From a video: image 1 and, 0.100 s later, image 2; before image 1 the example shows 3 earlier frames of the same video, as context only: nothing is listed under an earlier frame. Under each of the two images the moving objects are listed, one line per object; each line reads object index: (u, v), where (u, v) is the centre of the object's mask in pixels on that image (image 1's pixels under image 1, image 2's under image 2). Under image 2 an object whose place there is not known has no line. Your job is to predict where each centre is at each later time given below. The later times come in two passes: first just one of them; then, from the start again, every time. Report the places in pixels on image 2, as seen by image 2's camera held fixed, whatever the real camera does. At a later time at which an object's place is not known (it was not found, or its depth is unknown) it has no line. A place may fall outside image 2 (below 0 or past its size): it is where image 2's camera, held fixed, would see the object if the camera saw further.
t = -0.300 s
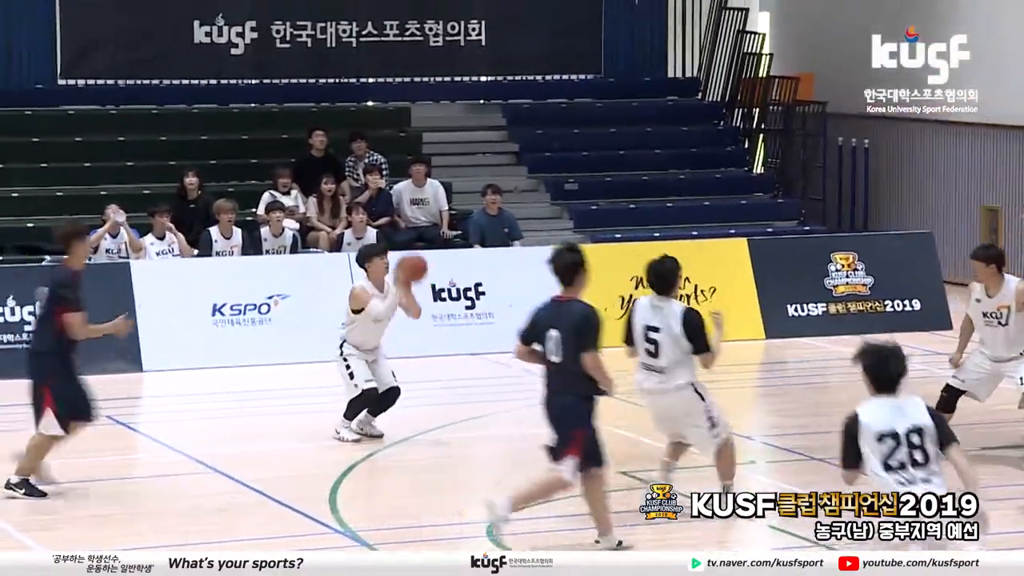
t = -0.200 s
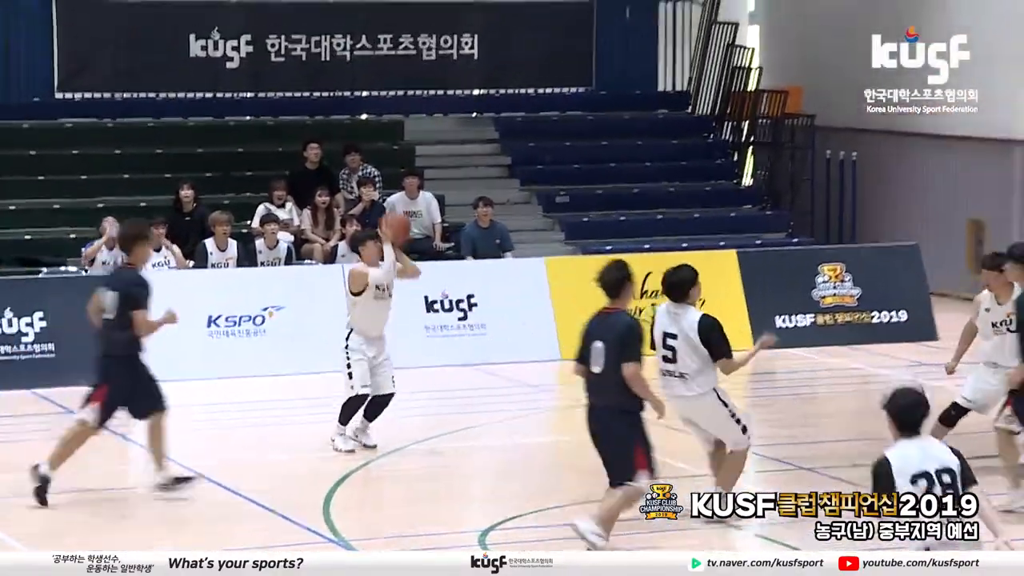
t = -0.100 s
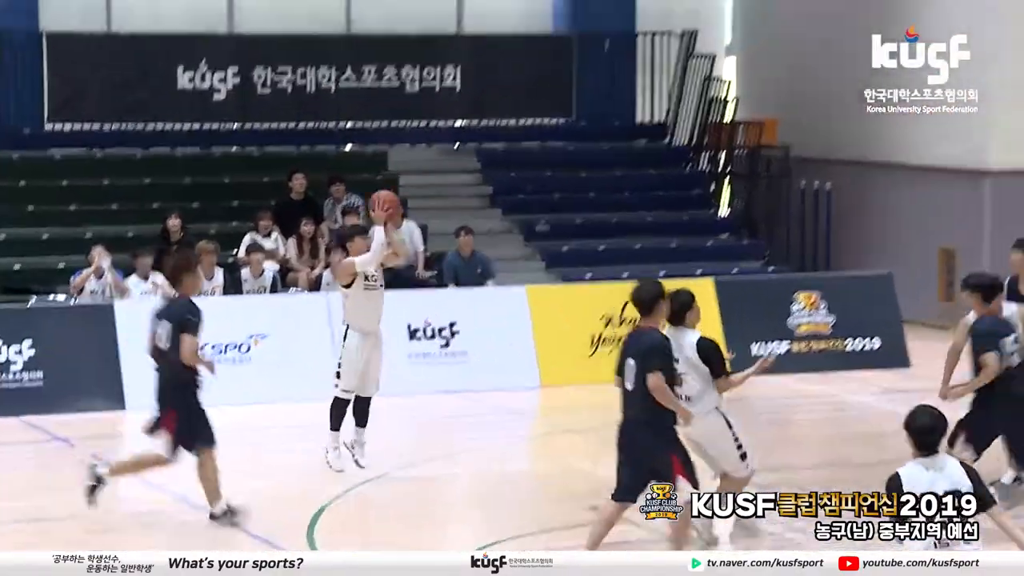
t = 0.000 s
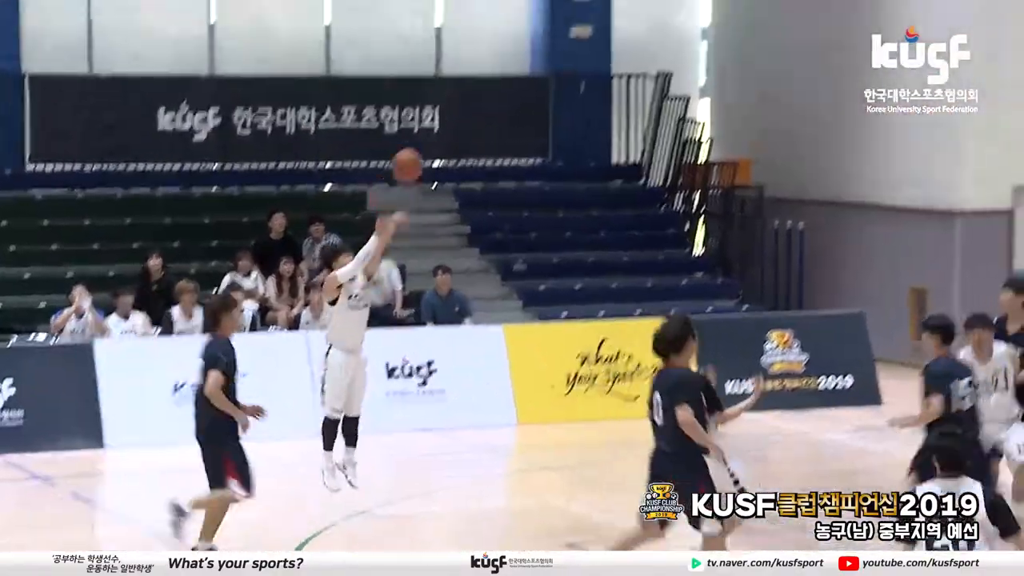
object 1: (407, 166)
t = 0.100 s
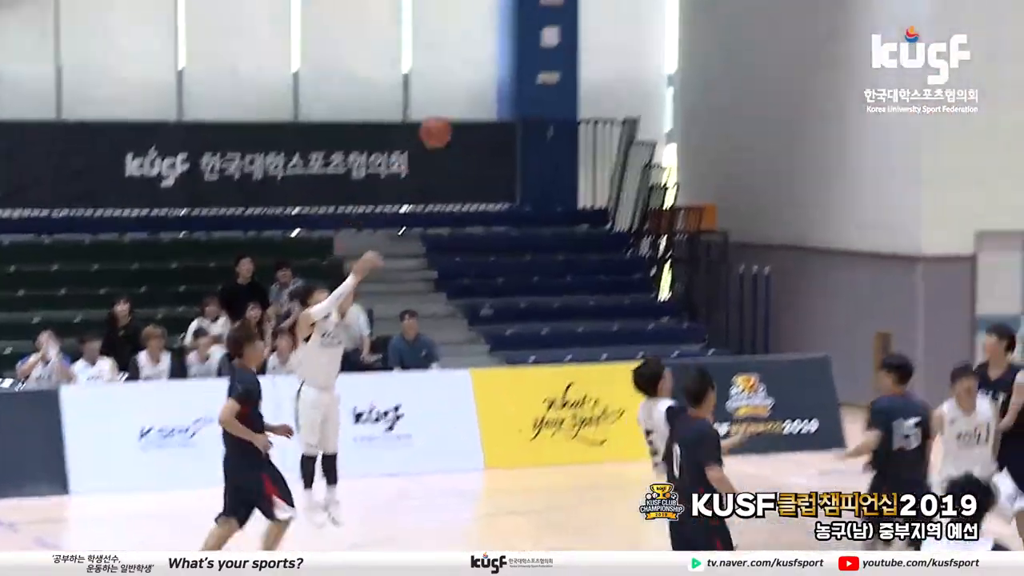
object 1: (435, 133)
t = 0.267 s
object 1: (537, 23)
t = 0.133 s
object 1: (456, 107)
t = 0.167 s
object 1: (476, 84)
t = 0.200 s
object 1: (496, 63)
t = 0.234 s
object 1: (517, 42)
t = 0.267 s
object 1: (537, 23)
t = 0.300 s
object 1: (556, 4)
